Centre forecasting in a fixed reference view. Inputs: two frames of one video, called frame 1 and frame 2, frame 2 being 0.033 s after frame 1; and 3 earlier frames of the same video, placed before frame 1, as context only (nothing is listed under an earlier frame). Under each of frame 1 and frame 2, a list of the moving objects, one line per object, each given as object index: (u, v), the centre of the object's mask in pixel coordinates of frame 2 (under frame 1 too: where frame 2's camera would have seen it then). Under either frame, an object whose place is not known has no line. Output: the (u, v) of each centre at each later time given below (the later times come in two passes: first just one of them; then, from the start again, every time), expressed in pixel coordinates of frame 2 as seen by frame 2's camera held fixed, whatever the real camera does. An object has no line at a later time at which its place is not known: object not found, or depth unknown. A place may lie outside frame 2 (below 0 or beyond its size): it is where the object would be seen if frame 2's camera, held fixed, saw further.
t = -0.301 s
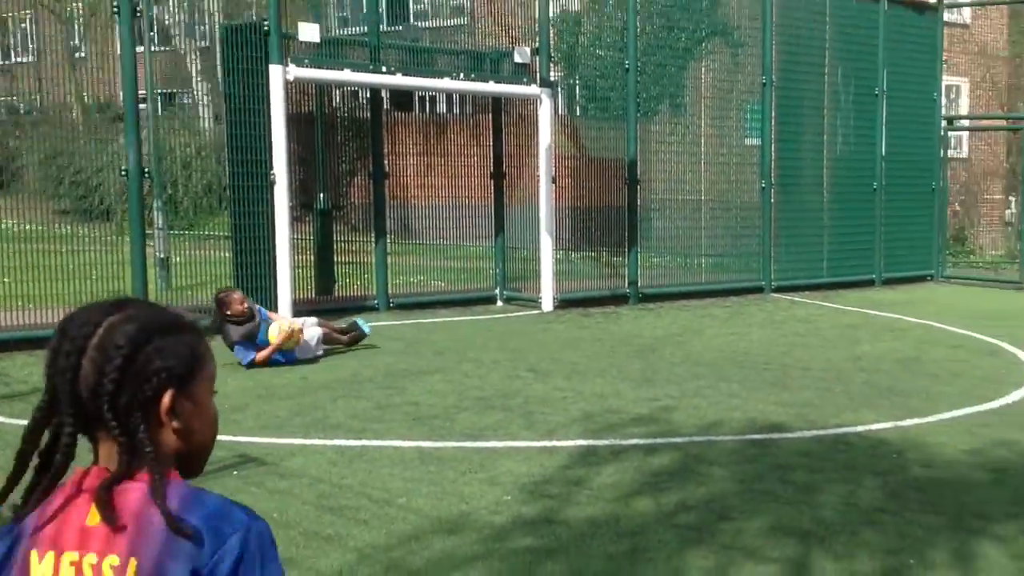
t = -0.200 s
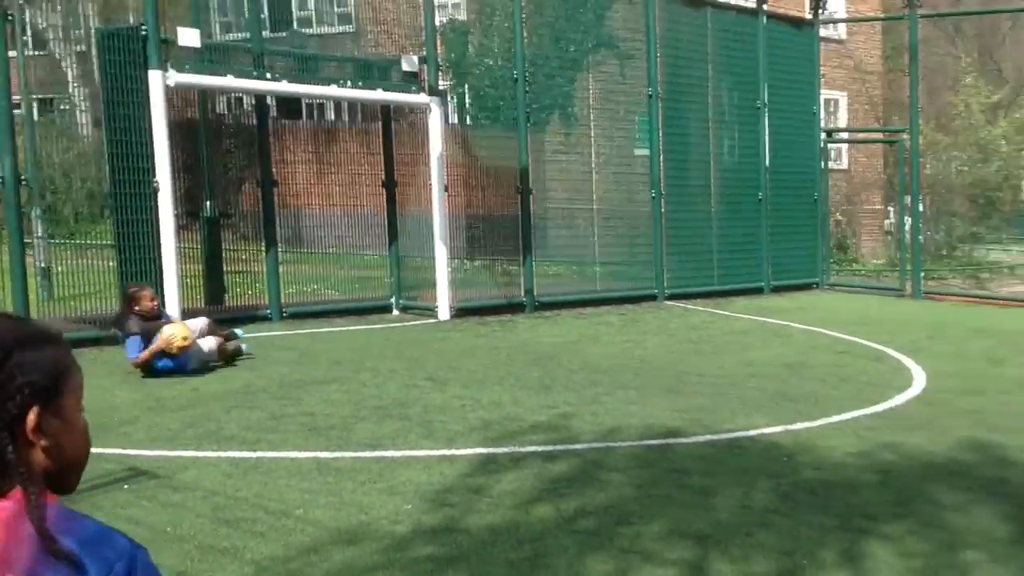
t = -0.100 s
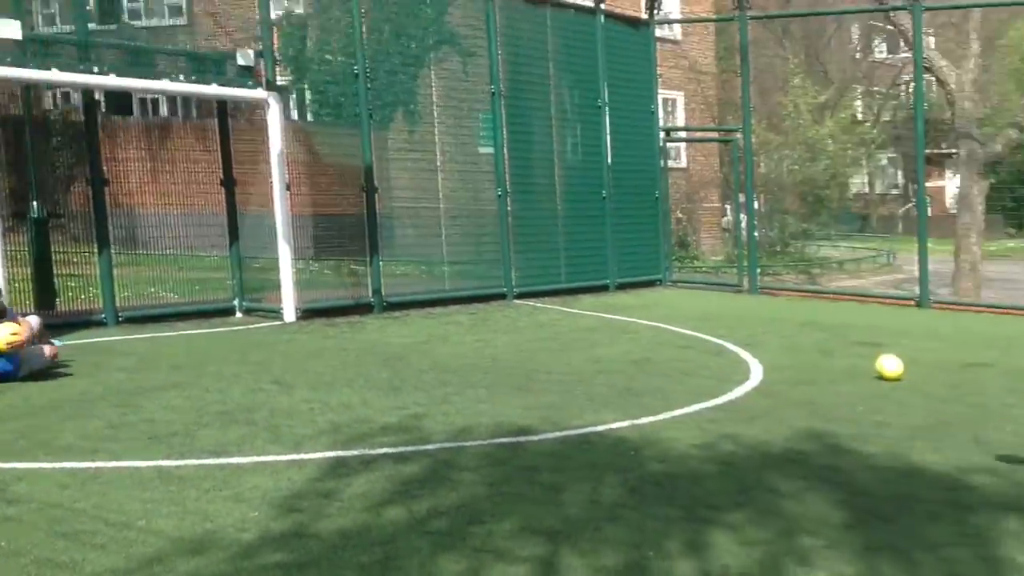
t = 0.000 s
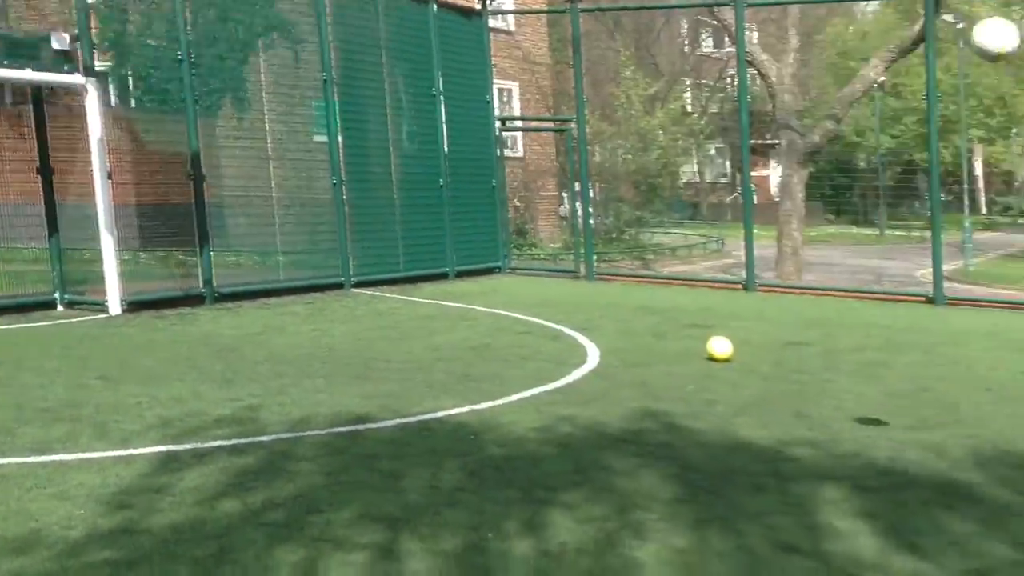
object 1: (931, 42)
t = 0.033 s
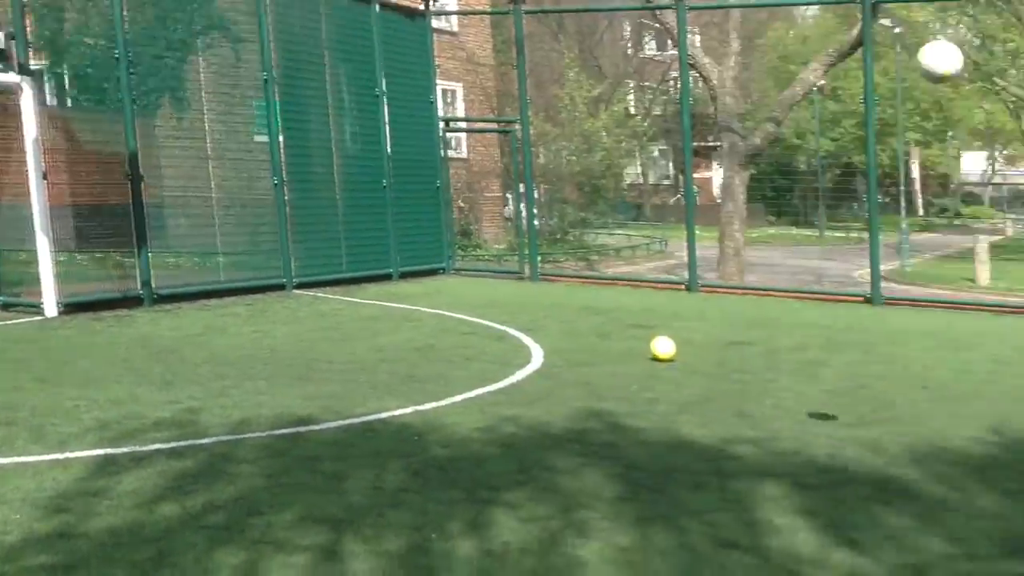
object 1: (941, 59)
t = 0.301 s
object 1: (1000, 236)
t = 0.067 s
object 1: (949, 78)
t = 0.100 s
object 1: (957, 98)
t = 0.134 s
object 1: (964, 120)
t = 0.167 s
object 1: (972, 143)
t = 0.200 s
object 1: (979, 164)
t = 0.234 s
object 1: (986, 186)
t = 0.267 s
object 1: (993, 211)
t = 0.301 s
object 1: (1000, 236)
